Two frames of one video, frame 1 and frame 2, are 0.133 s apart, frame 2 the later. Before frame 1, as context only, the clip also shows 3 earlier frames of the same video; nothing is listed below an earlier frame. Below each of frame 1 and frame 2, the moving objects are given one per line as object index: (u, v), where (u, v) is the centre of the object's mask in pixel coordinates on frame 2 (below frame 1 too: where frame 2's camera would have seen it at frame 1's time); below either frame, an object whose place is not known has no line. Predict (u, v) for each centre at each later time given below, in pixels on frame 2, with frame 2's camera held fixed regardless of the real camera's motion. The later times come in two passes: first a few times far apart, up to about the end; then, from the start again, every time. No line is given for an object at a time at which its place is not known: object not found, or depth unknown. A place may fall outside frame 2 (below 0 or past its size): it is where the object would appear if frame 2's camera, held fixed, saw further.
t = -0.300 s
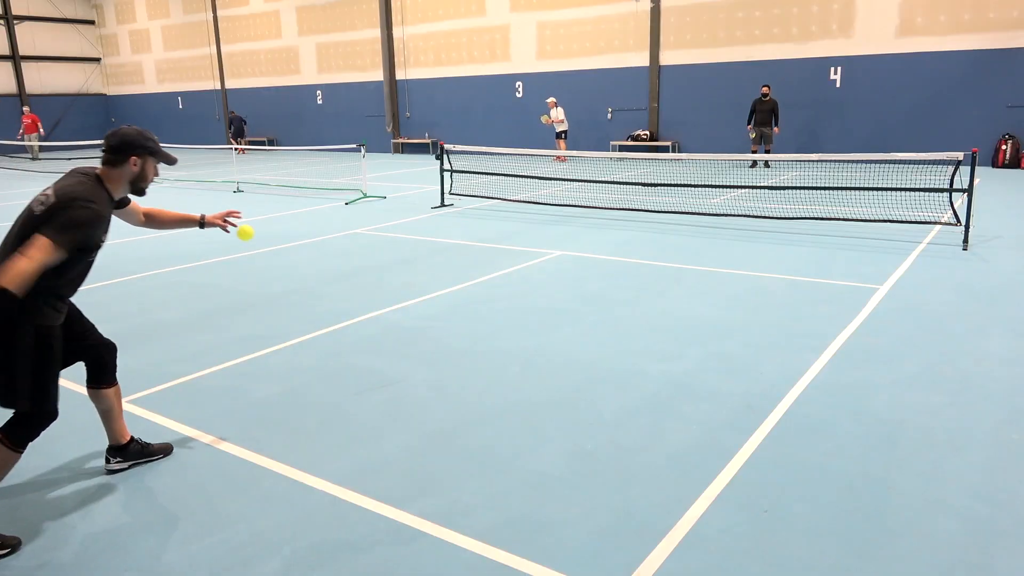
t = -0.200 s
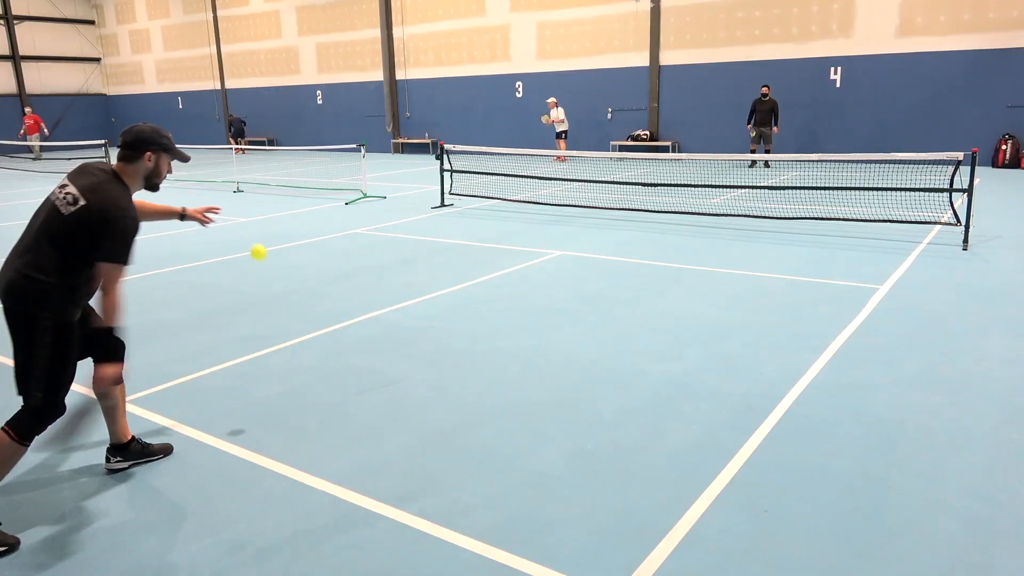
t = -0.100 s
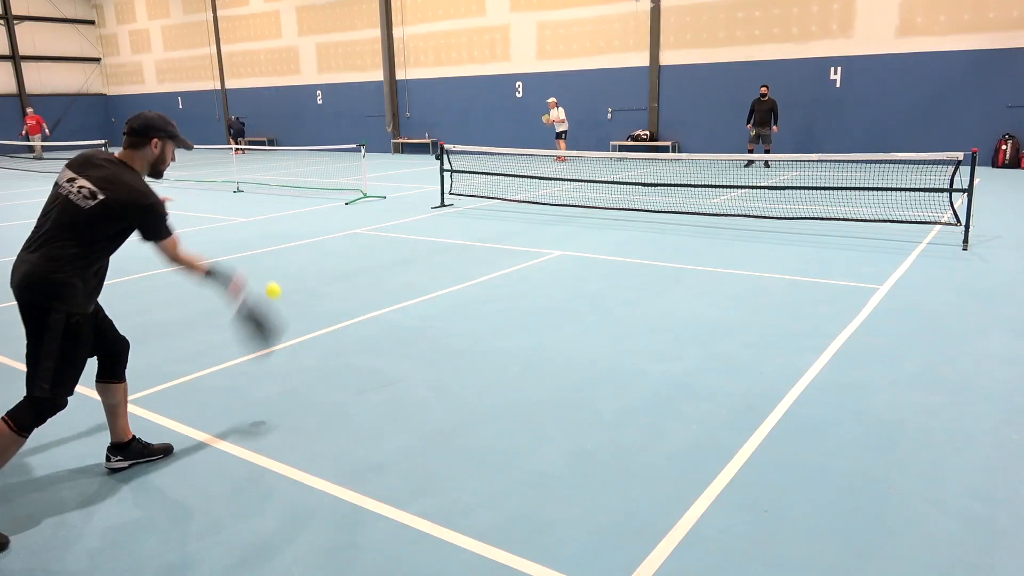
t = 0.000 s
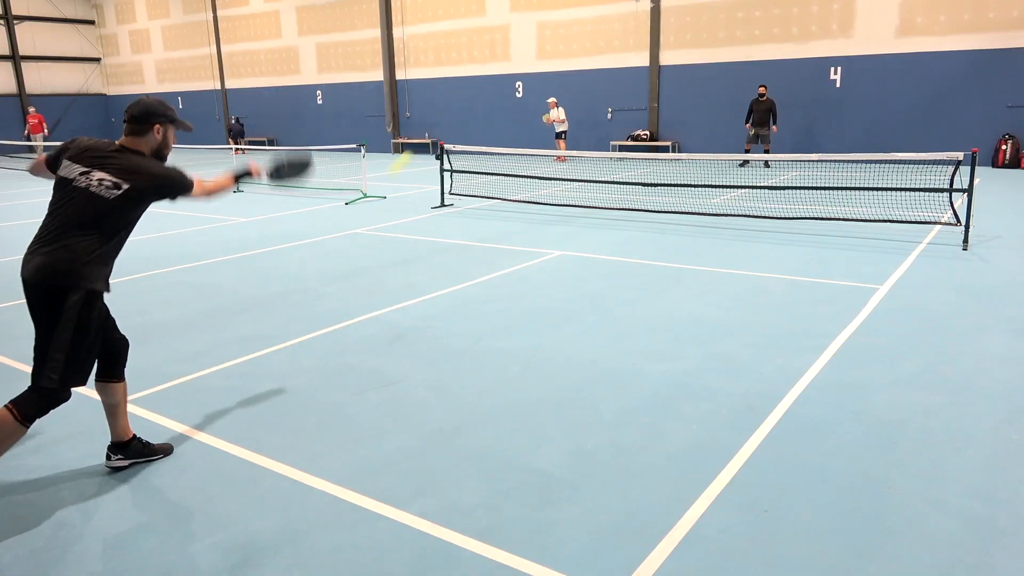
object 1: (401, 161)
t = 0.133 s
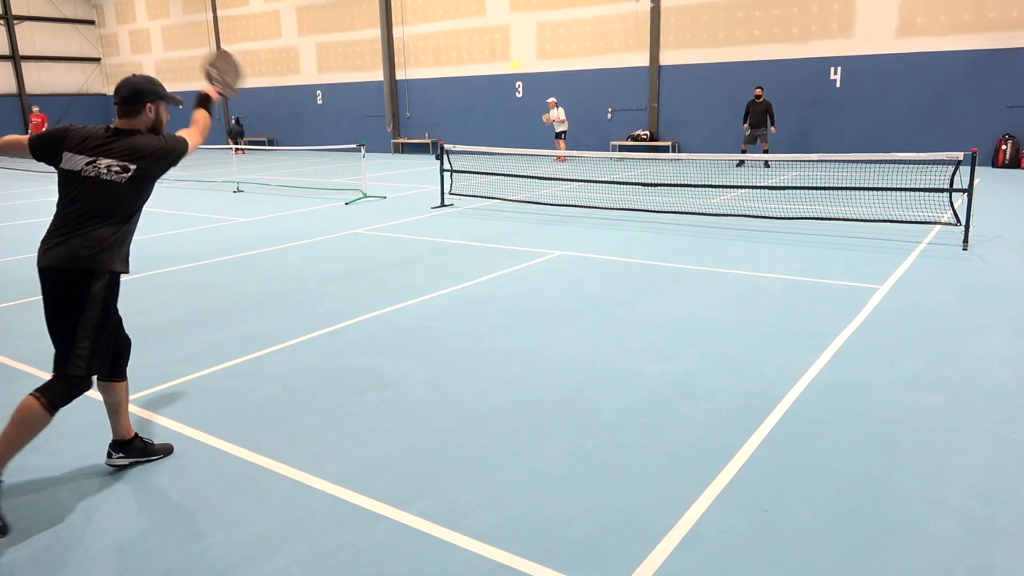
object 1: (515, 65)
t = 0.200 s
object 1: (553, 42)
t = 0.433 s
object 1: (638, 26)
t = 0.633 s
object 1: (679, 54)
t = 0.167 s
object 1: (535, 51)
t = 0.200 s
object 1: (553, 42)
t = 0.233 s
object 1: (569, 34)
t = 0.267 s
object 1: (583, 29)
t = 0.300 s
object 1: (596, 26)
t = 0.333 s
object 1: (609, 24)
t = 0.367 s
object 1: (619, 24)
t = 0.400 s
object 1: (629, 24)
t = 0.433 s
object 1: (638, 26)
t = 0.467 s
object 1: (646, 29)
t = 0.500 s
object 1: (654, 33)
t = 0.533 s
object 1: (660, 37)
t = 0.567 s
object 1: (667, 42)
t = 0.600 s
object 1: (673, 48)
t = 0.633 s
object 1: (679, 54)
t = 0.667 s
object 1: (684, 61)
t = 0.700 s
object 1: (688, 68)
